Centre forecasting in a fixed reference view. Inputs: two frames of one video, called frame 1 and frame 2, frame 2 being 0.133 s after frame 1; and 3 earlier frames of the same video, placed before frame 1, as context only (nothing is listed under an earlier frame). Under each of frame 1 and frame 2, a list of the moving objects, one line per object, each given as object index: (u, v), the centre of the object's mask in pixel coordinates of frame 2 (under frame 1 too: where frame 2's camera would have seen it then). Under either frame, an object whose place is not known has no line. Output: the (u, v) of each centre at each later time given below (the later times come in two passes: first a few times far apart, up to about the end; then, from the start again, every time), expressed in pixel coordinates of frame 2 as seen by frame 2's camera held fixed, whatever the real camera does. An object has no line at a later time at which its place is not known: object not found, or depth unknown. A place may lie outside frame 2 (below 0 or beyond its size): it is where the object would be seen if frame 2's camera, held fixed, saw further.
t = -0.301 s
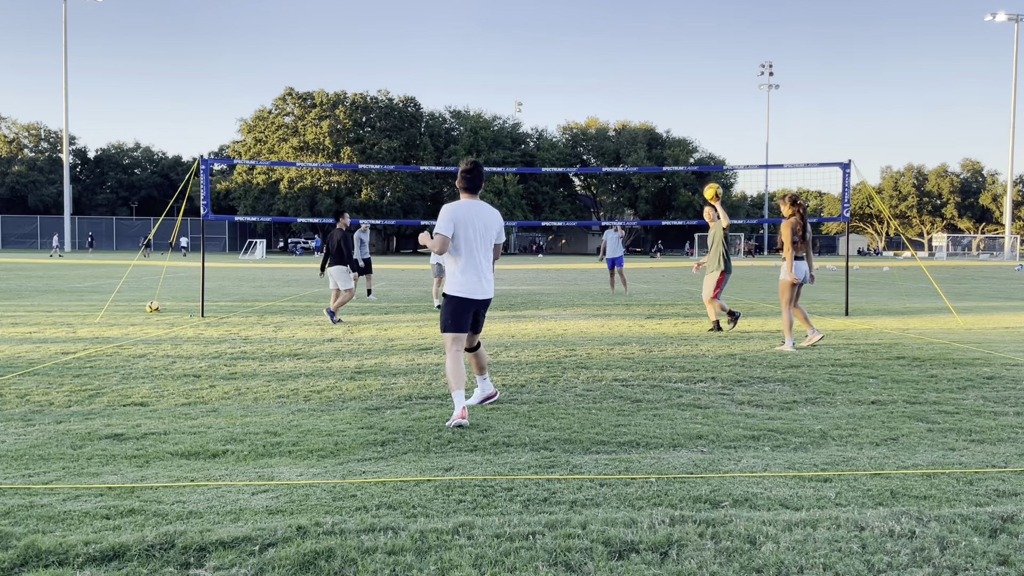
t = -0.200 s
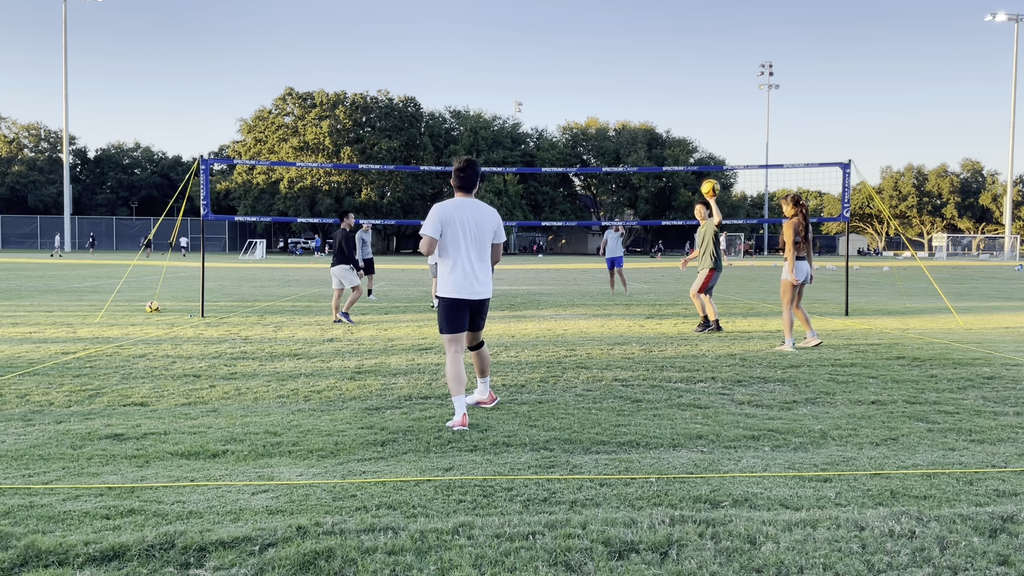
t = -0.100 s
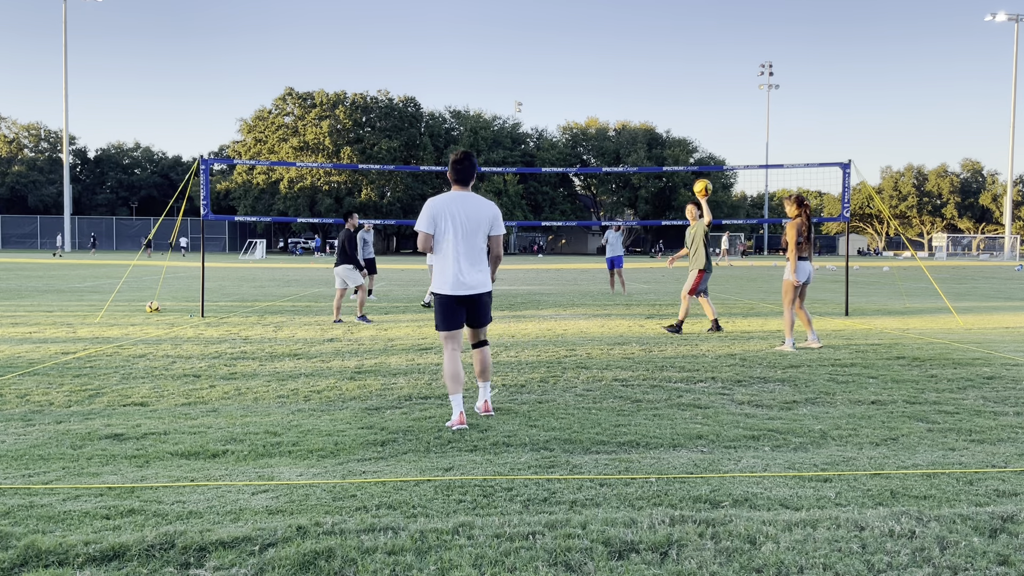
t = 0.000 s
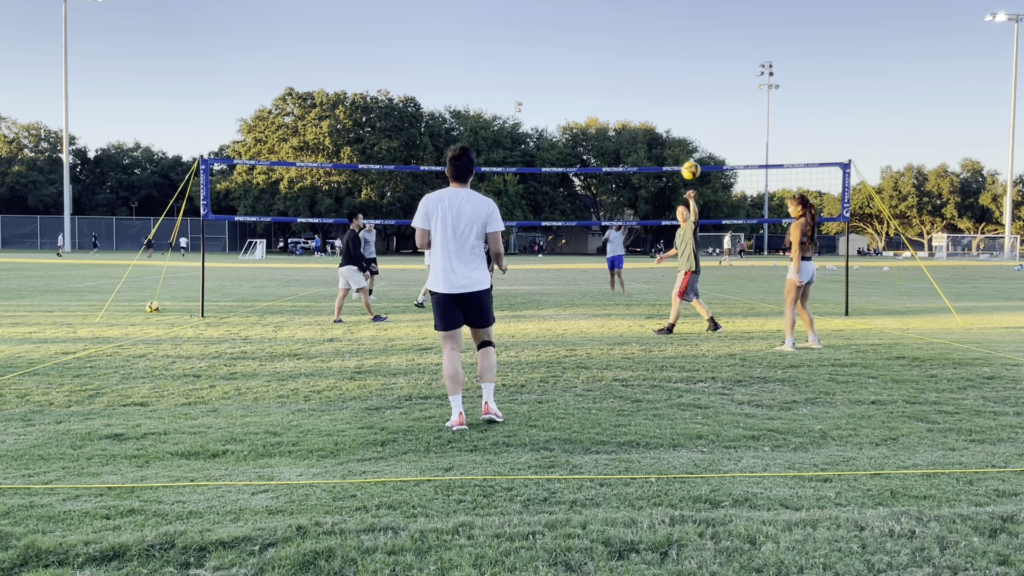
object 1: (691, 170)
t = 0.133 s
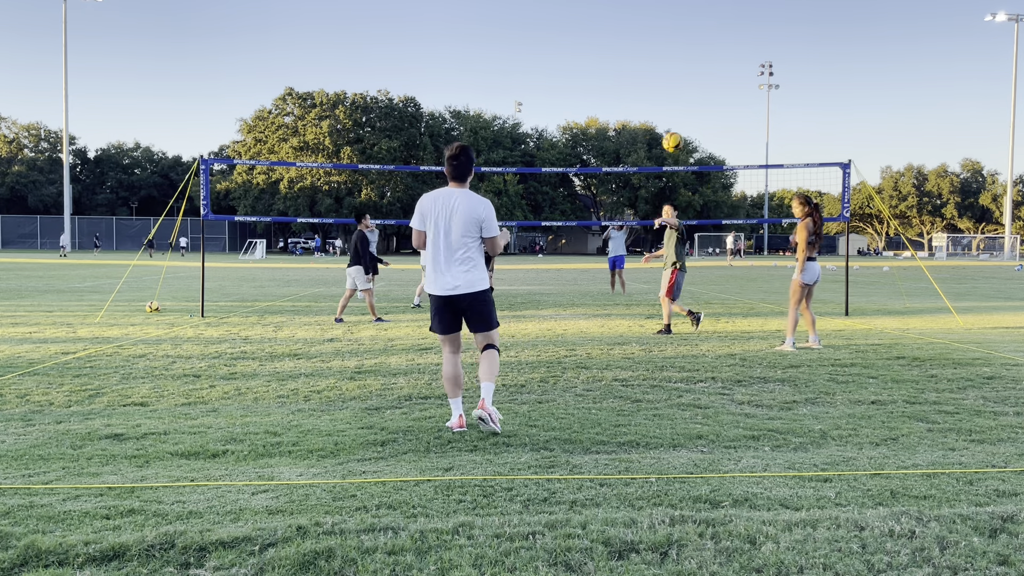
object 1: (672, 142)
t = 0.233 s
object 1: (657, 130)
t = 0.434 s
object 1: (620, 130)
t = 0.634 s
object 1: (571, 183)
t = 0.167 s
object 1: (668, 137)
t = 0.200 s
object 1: (663, 133)
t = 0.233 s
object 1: (657, 130)
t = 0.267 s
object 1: (652, 127)
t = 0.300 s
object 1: (646, 126)
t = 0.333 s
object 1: (640, 125)
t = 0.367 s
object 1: (633, 126)
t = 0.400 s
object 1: (627, 127)
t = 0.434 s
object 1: (620, 130)
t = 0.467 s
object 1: (613, 135)
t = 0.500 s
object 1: (605, 141)
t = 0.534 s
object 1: (597, 149)
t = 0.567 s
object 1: (589, 158)
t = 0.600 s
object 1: (580, 170)
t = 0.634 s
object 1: (571, 183)
